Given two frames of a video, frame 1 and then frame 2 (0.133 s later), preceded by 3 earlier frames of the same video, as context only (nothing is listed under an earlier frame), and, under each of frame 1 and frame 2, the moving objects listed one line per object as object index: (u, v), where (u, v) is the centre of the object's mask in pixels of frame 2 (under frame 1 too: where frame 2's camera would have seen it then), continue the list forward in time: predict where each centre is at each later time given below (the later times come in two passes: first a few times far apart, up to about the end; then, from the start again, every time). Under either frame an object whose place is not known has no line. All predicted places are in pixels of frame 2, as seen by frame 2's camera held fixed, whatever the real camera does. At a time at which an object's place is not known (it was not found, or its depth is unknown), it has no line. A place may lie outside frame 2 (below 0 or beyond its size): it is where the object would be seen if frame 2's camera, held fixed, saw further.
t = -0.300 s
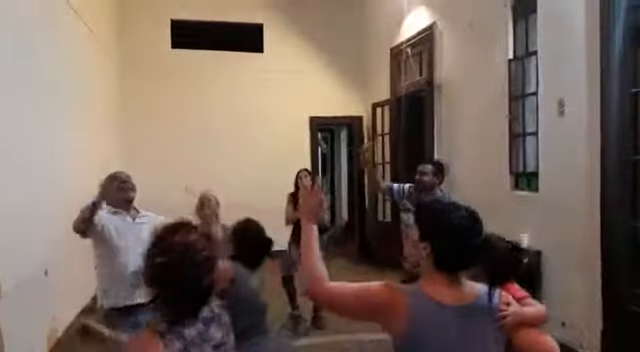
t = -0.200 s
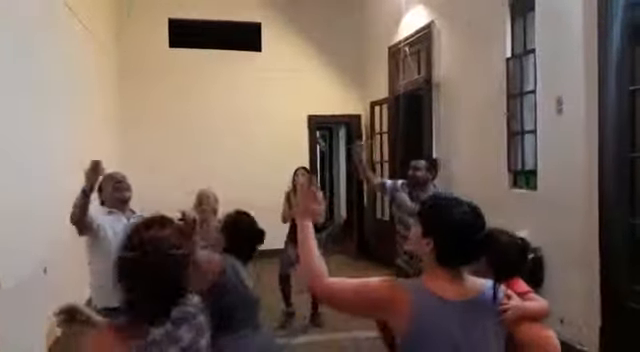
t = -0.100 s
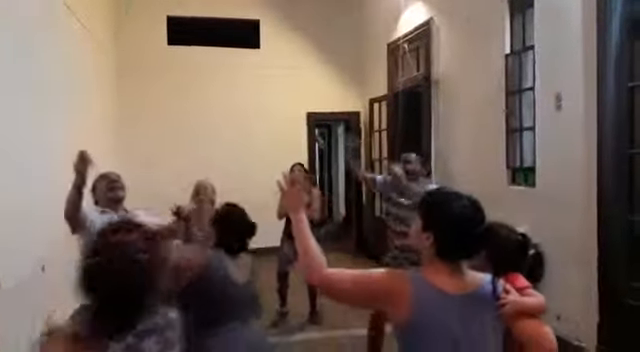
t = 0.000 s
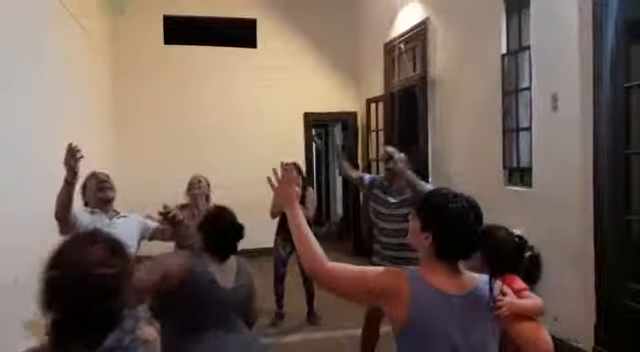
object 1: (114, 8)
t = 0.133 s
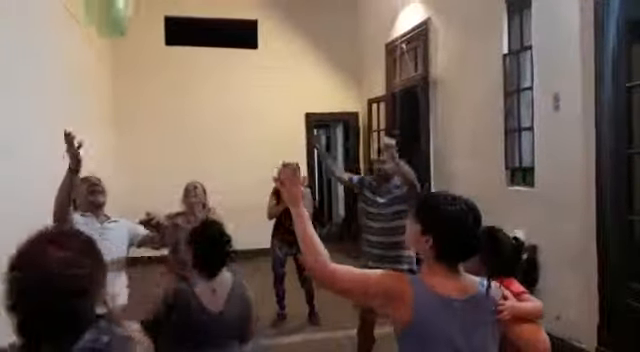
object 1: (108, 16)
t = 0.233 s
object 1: (111, 38)
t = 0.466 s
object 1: (129, 94)
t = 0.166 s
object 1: (109, 20)
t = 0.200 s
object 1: (111, 24)
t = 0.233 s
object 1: (111, 38)
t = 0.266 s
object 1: (112, 47)
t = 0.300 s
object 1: (115, 54)
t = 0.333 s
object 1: (117, 62)
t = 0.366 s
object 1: (120, 69)
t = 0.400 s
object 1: (123, 78)
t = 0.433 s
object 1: (126, 83)
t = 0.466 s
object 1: (129, 94)
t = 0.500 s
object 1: (133, 101)
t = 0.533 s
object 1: (135, 108)
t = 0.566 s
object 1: (139, 116)
